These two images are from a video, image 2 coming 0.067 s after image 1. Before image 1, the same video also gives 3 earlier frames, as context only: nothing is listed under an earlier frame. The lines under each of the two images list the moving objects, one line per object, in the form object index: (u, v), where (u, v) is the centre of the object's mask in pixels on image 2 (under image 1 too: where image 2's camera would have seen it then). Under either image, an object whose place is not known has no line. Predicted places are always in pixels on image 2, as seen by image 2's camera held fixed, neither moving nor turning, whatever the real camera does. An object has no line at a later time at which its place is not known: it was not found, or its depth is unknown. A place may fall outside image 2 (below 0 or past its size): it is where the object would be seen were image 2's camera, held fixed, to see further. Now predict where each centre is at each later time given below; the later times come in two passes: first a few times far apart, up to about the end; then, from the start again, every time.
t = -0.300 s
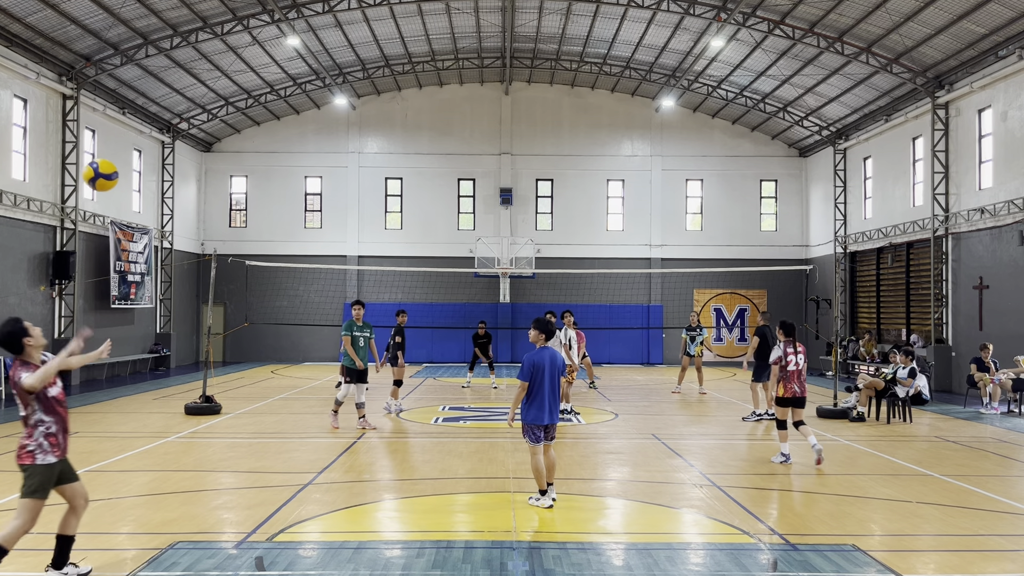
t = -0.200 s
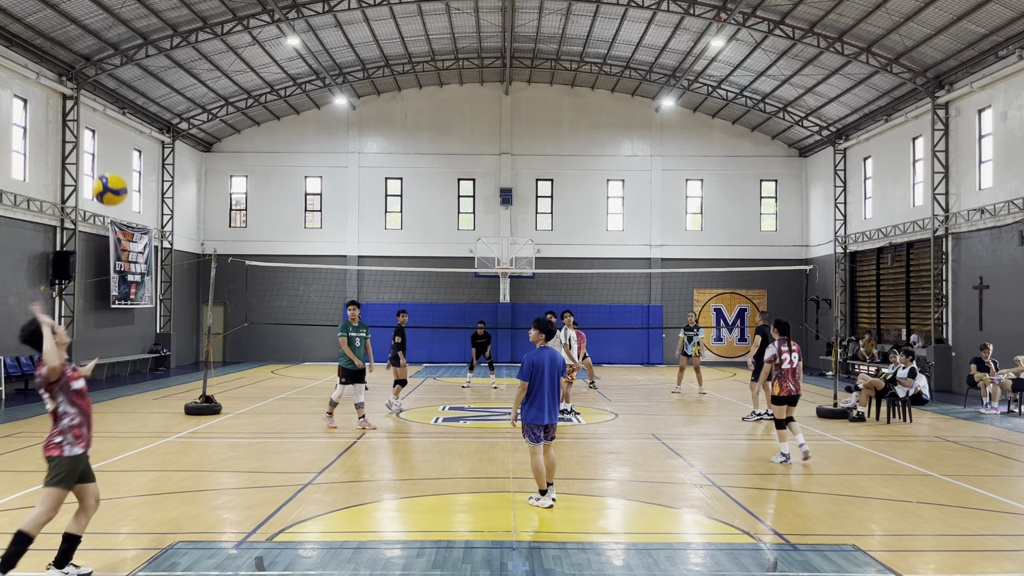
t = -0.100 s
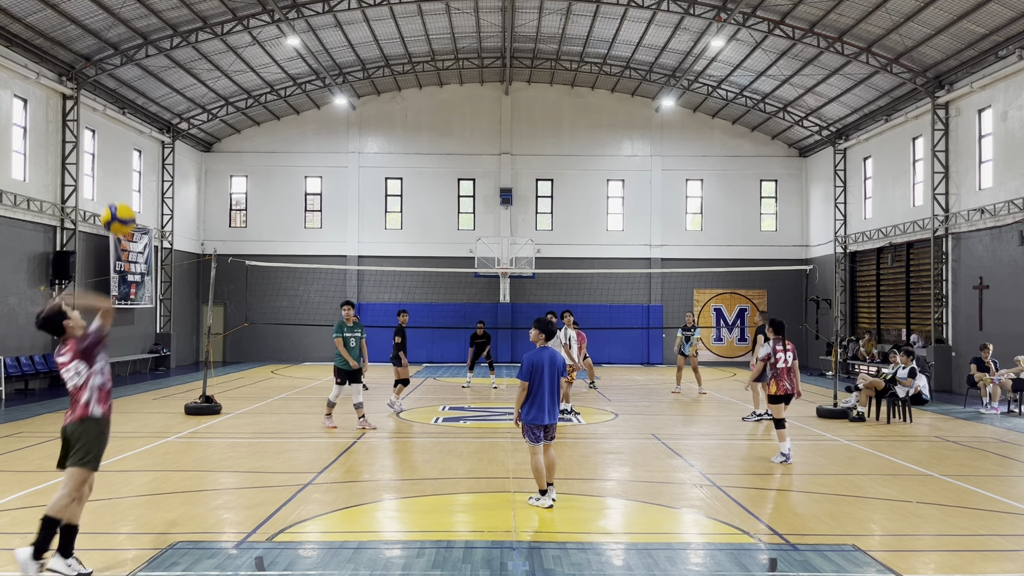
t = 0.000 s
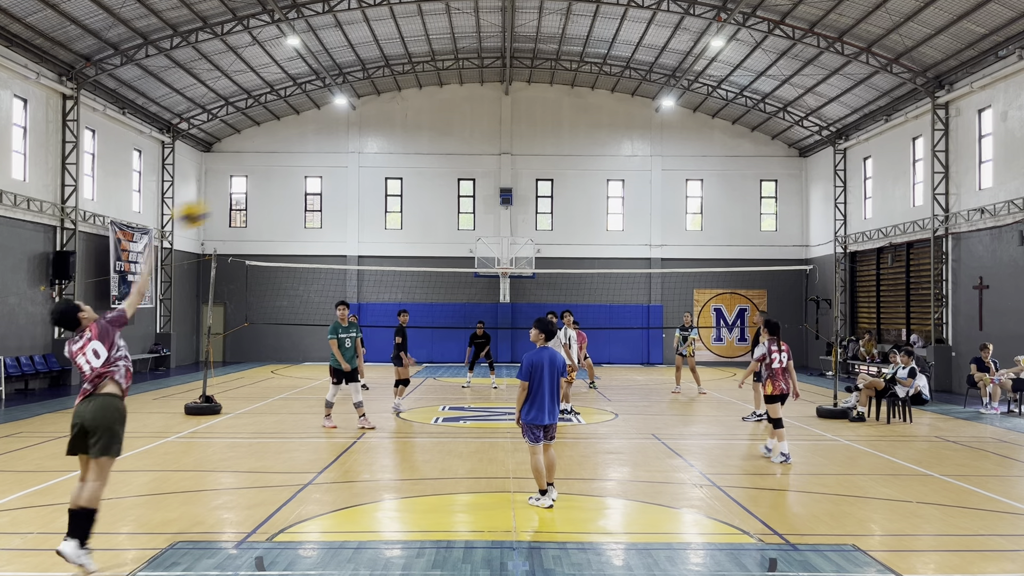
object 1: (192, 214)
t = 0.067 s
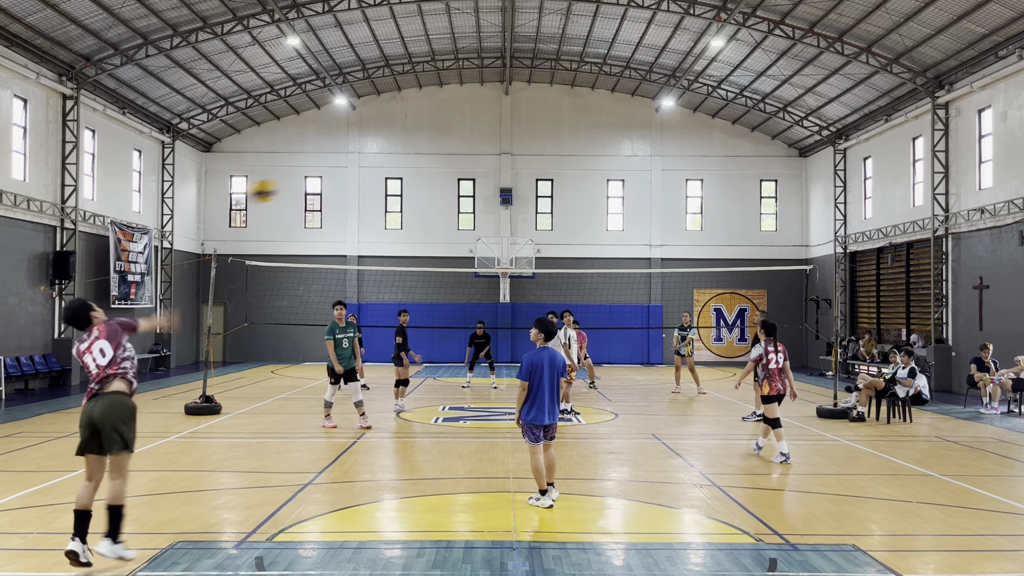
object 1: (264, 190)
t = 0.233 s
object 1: (374, 166)
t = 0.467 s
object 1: (454, 172)
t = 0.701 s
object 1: (493, 193)
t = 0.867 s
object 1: (508, 214)
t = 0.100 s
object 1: (291, 182)
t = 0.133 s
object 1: (316, 175)
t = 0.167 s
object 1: (338, 171)
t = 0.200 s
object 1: (357, 168)
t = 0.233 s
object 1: (374, 166)
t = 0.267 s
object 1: (390, 166)
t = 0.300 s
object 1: (404, 166)
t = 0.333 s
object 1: (416, 166)
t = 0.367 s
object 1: (427, 167)
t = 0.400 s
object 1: (437, 168)
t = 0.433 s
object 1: (446, 170)
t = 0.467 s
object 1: (454, 172)
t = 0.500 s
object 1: (462, 174)
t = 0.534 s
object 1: (468, 176)
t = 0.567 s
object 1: (474, 179)
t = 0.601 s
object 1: (479, 182)
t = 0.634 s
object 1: (484, 186)
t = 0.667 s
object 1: (489, 189)
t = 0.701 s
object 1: (493, 193)
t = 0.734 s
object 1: (497, 197)
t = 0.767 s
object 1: (501, 201)
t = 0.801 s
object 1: (504, 205)
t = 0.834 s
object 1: (506, 210)
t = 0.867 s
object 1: (508, 214)
